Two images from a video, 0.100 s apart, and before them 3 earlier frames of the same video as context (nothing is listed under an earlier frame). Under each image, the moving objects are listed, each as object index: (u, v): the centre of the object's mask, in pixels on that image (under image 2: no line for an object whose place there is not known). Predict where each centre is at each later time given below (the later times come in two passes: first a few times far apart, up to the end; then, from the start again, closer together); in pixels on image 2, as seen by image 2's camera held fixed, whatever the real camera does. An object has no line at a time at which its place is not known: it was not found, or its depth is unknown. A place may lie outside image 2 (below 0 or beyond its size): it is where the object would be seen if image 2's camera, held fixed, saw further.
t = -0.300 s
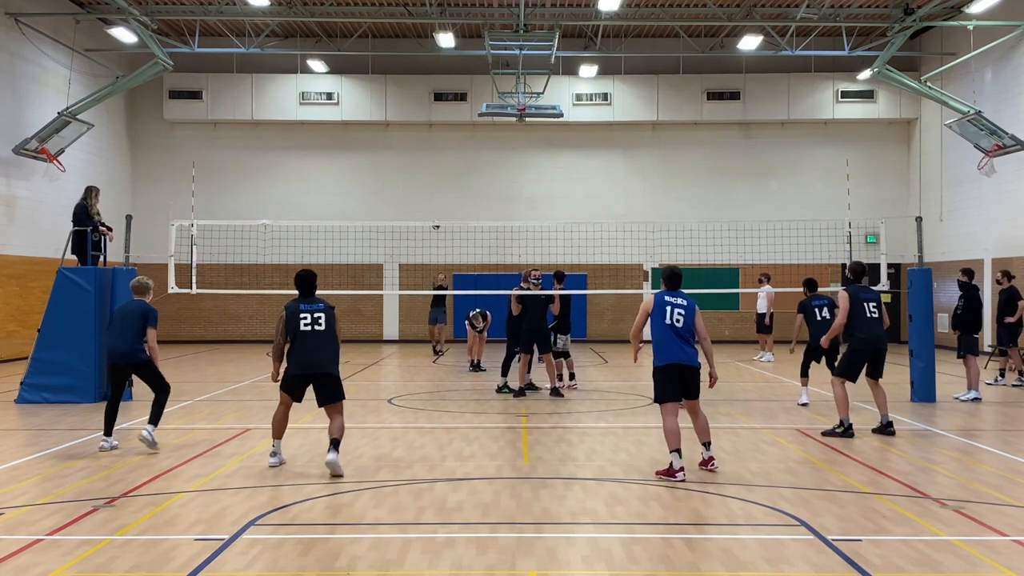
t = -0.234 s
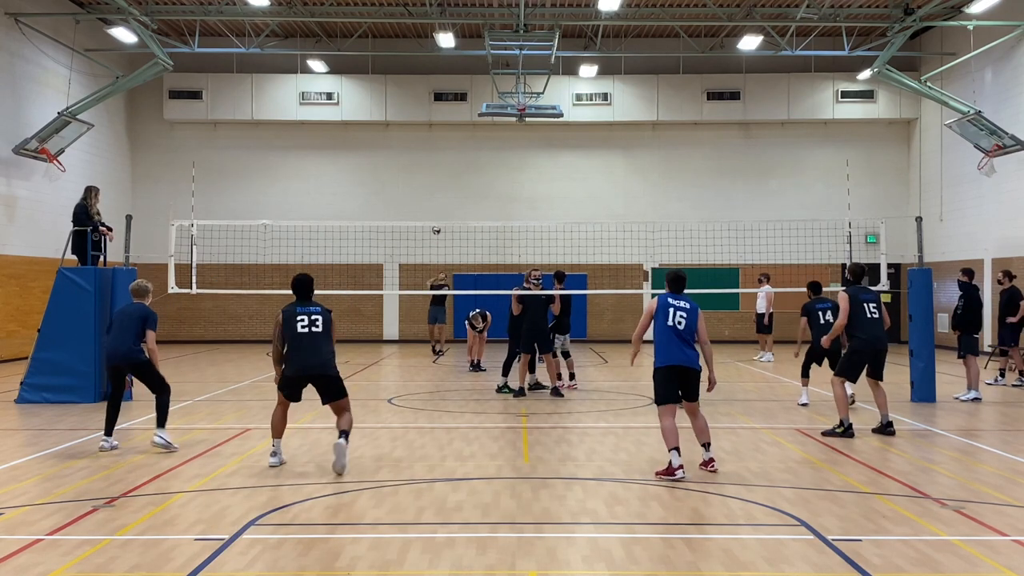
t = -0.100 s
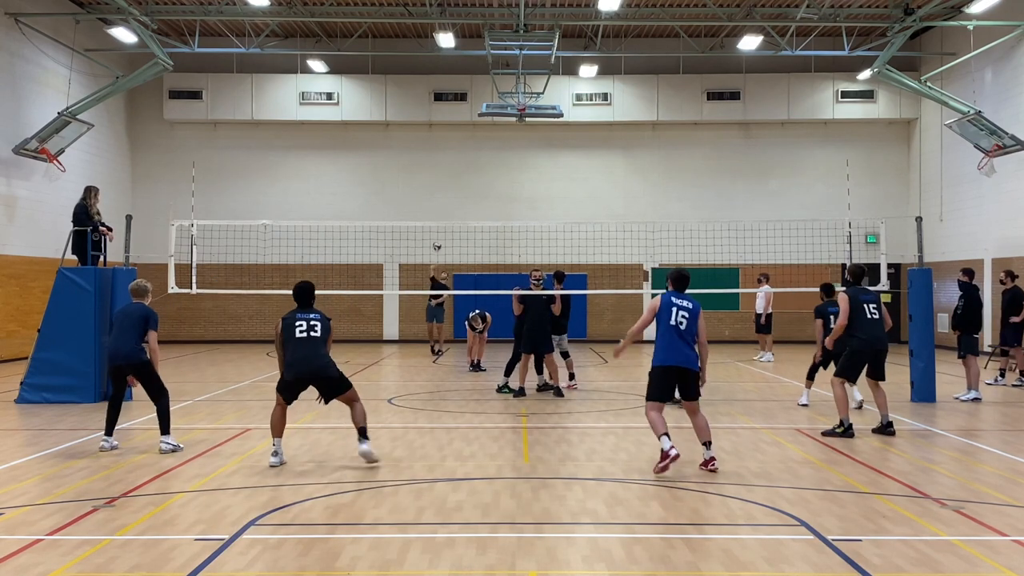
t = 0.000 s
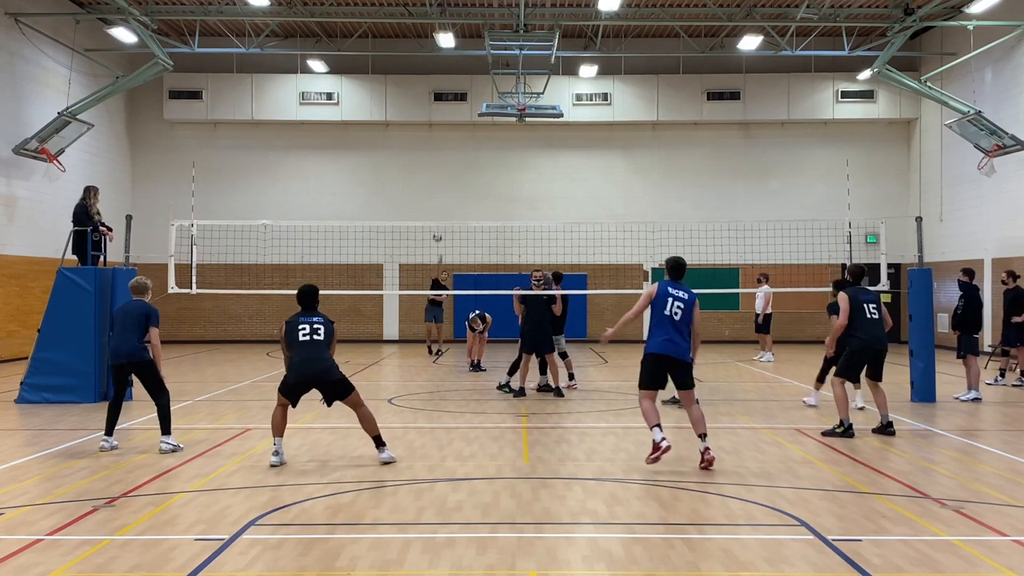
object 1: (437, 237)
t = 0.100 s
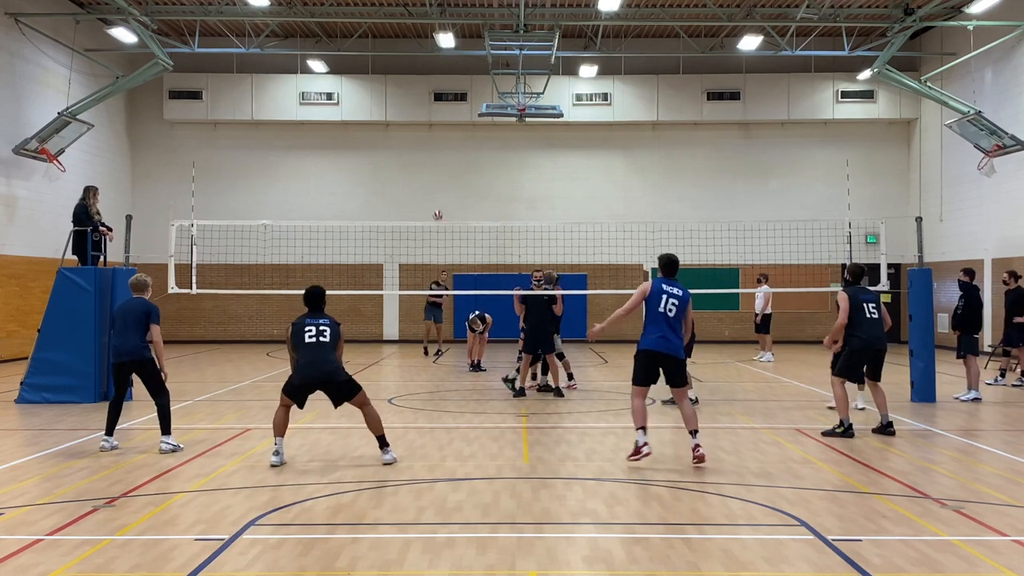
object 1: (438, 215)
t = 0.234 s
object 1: (438, 188)
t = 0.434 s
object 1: (436, 159)
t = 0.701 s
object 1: (432, 149)
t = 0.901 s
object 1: (428, 177)
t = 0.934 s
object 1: (427, 186)
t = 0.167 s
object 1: (438, 202)
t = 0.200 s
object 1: (437, 195)
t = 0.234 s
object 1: (438, 188)
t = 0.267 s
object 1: (437, 182)
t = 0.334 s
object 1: (438, 171)
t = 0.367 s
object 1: (438, 167)
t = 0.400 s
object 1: (437, 162)
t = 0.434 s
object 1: (436, 159)
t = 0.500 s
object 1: (435, 152)
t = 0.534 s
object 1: (434, 150)
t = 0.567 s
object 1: (433, 148)
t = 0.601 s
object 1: (433, 148)
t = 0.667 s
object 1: (433, 148)
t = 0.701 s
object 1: (432, 149)
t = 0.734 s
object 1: (432, 152)
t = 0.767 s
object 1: (432, 154)
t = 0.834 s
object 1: (430, 164)
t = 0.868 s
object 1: (429, 170)
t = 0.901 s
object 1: (428, 177)
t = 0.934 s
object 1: (427, 186)
